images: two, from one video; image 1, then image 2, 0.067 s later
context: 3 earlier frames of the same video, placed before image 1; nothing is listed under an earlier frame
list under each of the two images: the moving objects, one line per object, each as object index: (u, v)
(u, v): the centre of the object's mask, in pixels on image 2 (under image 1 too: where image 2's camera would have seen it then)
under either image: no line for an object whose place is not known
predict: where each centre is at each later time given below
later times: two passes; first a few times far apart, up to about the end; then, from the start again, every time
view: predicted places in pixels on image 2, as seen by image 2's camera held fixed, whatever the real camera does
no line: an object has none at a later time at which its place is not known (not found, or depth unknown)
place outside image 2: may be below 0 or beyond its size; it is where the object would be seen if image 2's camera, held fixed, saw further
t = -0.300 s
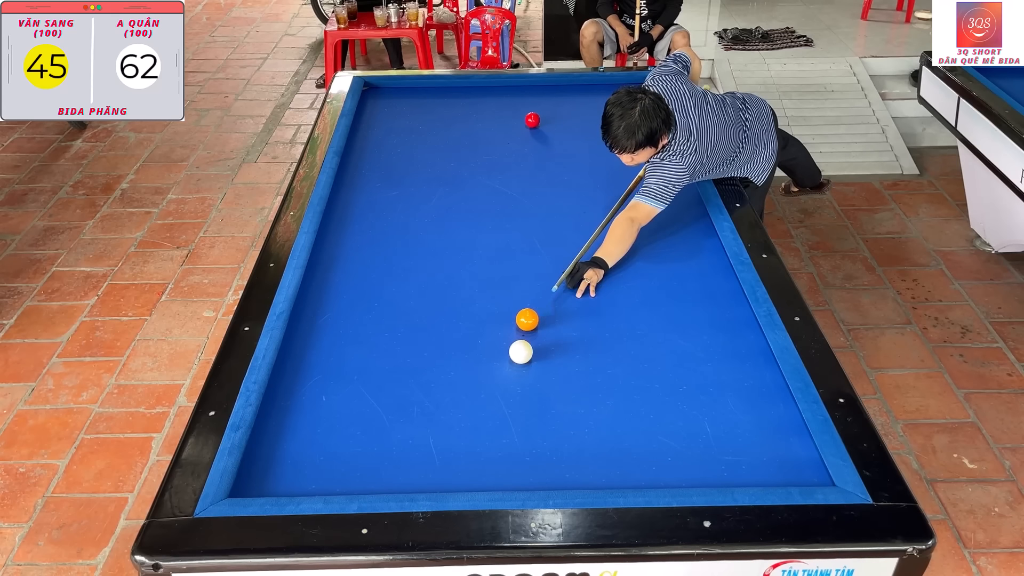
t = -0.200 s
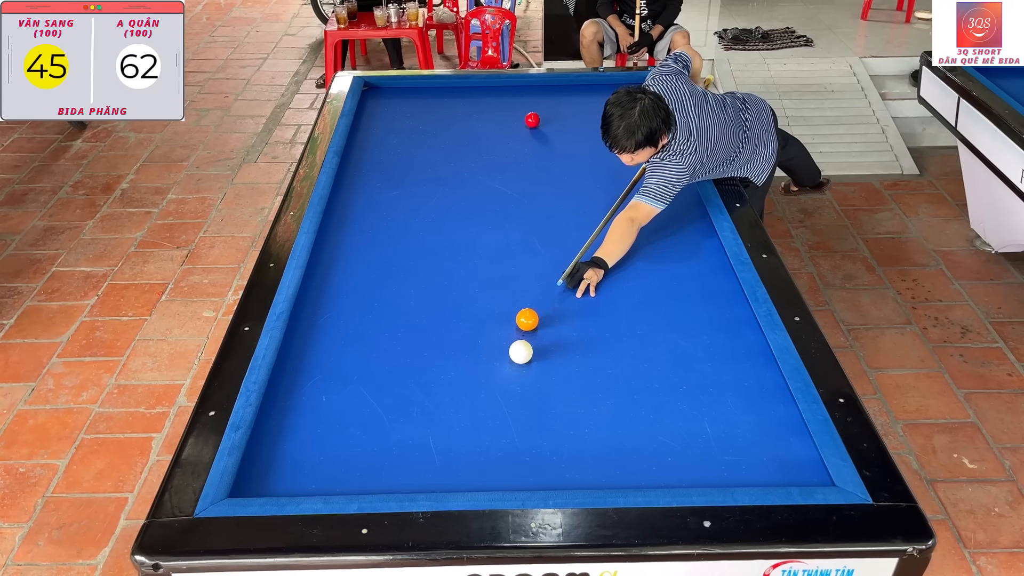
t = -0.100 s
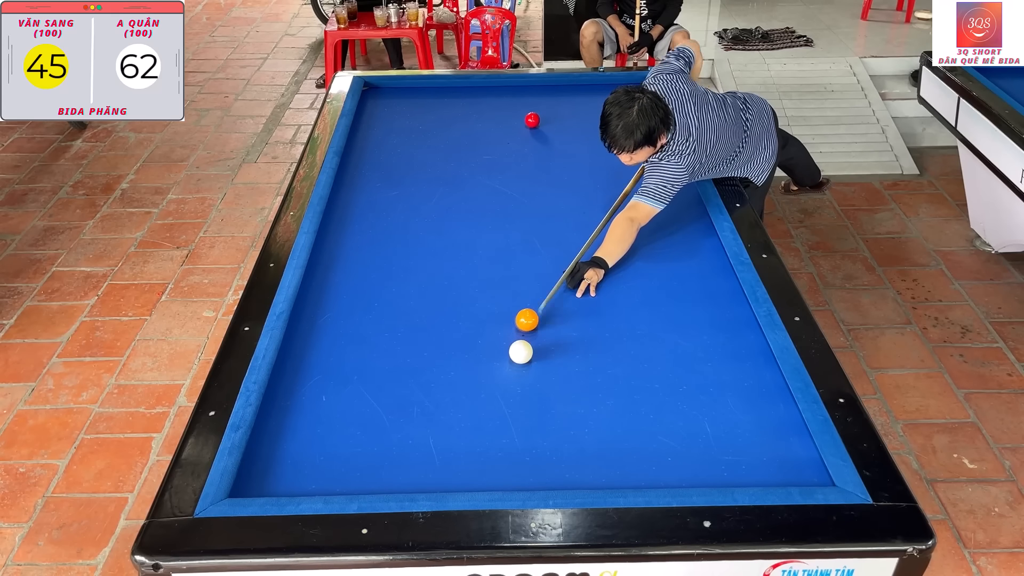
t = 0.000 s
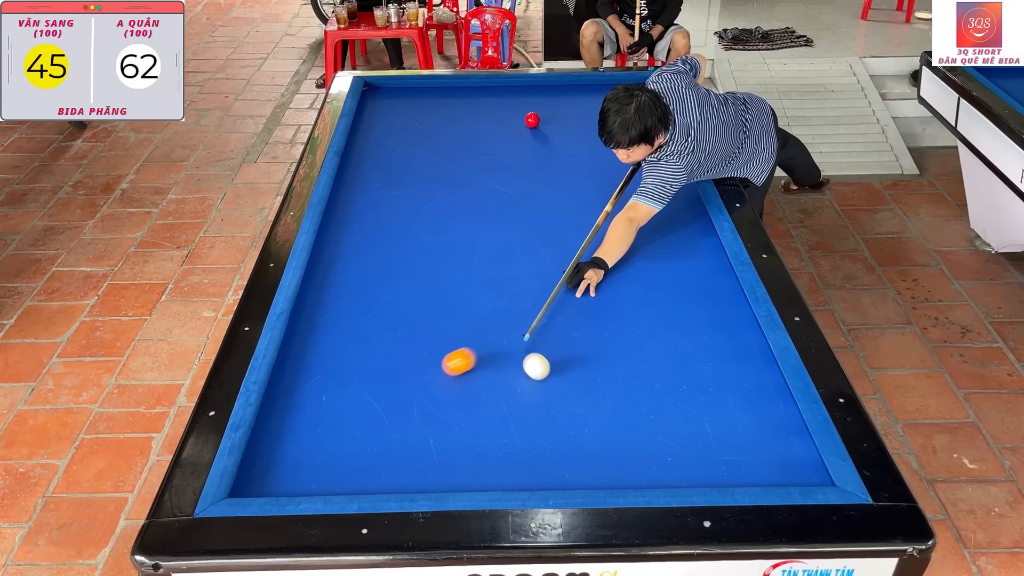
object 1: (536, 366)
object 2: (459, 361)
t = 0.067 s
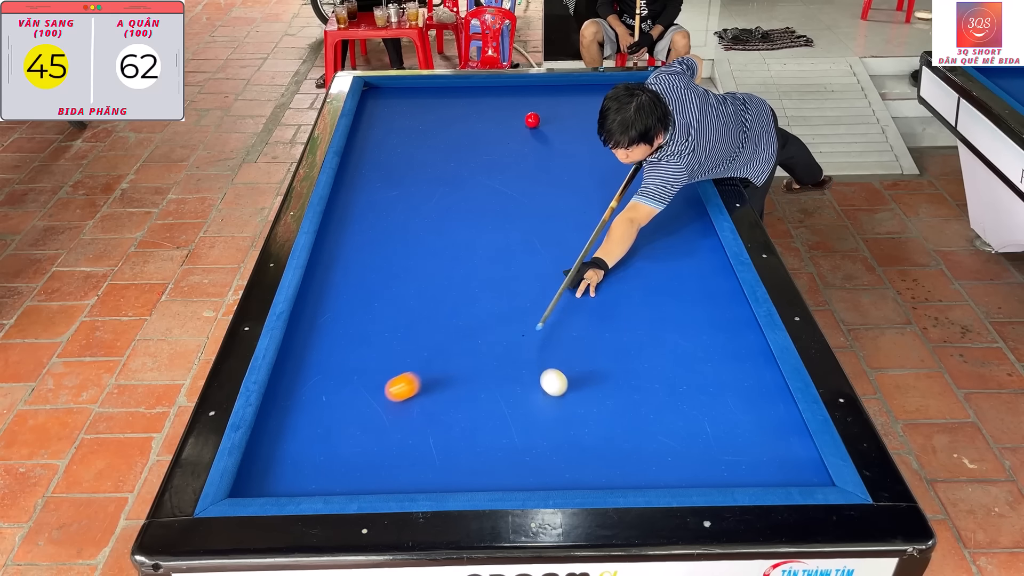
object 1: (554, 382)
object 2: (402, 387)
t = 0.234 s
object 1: (594, 419)
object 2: (256, 457)
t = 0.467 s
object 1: (654, 473)
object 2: (402, 424)
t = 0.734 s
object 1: (687, 447)
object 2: (535, 353)
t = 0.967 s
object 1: (711, 420)
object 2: (623, 308)
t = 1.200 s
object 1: (732, 396)
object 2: (700, 269)
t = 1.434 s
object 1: (752, 374)
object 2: (666, 235)
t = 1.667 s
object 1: (757, 355)
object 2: (613, 206)
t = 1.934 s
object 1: (733, 338)
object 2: (562, 176)
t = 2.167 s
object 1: (714, 325)
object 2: (522, 153)
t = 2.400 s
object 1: (696, 313)
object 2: (487, 132)
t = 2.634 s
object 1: (680, 302)
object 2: (455, 113)
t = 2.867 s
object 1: (665, 291)
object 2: (426, 96)
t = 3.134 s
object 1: (648, 280)
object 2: (393, 88)
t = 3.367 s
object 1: (635, 271)
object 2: (372, 98)
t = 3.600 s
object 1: (623, 262)
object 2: (389, 108)
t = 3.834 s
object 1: (611, 255)
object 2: (406, 118)
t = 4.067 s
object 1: (600, 247)
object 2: (423, 128)
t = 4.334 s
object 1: (588, 240)
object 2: (443, 140)
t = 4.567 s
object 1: (579, 233)
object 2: (462, 151)
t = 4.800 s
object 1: (572, 228)
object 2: (480, 163)
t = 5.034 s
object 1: (564, 222)
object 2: (500, 174)
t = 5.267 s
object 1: (557, 217)
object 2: (520, 186)
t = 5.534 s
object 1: (551, 212)
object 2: (543, 199)
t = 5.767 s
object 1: (547, 219)
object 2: (563, 201)
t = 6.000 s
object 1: (543, 227)
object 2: (581, 200)
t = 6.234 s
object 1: (539, 234)
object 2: (599, 199)
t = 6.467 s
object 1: (535, 242)
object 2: (616, 199)
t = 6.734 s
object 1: (531, 250)
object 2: (634, 198)
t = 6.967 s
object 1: (527, 257)
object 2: (650, 197)
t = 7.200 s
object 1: (524, 264)
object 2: (665, 196)
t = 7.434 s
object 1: (520, 270)
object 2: (679, 195)
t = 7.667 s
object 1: (517, 277)
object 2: (690, 194)
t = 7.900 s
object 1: (514, 283)
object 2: (682, 192)
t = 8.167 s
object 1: (510, 290)
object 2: (673, 191)
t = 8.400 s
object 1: (507, 296)
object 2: (667, 189)
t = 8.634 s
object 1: (505, 301)
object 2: (661, 188)
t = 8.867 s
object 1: (503, 306)
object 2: (656, 187)
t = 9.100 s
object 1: (501, 311)
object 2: (651, 187)
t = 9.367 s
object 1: (499, 315)
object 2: (647, 186)
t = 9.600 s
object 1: (497, 319)
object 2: (643, 185)
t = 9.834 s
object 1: (495, 322)
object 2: (641, 185)
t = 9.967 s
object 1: (494, 324)
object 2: (640, 184)
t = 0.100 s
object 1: (562, 390)
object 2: (373, 400)
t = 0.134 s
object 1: (570, 397)
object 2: (344, 414)
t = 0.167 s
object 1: (579, 405)
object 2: (314, 428)
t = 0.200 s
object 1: (587, 412)
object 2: (284, 443)
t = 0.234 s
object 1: (594, 419)
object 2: (256, 457)
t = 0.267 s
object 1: (602, 427)
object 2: (267, 474)
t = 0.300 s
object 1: (610, 434)
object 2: (283, 487)
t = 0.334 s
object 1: (619, 441)
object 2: (309, 478)
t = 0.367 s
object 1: (627, 449)
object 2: (335, 463)
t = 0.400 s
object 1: (636, 457)
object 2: (359, 449)
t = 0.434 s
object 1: (645, 465)
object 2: (382, 436)
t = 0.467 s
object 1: (654, 473)
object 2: (402, 424)
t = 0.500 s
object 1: (662, 479)
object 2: (422, 413)
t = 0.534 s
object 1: (667, 476)
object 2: (441, 403)
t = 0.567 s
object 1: (670, 470)
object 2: (459, 393)
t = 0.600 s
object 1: (673, 465)
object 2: (476, 384)
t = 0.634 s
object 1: (677, 459)
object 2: (492, 375)
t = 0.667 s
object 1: (680, 455)
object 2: (507, 367)
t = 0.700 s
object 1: (684, 451)
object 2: (521, 360)
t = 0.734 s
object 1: (687, 447)
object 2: (535, 353)
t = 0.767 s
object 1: (691, 443)
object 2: (548, 346)
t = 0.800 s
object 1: (694, 439)
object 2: (561, 339)
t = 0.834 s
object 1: (698, 435)
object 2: (574, 333)
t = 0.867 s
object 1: (701, 431)
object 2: (587, 326)
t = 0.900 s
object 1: (704, 428)
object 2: (599, 320)
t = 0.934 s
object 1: (708, 424)
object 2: (611, 314)
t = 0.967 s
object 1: (711, 420)
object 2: (623, 308)
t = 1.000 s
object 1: (714, 417)
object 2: (635, 302)
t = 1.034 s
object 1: (717, 413)
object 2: (646, 297)
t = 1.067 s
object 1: (720, 410)
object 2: (657, 291)
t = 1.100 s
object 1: (723, 406)
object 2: (668, 285)
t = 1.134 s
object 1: (726, 403)
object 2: (679, 280)
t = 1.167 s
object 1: (729, 399)
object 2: (690, 275)
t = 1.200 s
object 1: (732, 396)
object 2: (700, 269)
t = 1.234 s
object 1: (735, 393)
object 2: (710, 264)
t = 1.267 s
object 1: (738, 390)
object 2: (719, 259)
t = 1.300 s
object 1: (741, 386)
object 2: (708, 254)
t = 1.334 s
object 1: (744, 383)
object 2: (696, 249)
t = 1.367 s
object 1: (746, 380)
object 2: (686, 245)
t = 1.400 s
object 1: (749, 377)
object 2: (676, 240)
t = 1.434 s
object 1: (752, 374)
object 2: (666, 235)
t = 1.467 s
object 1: (754, 371)
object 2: (657, 231)
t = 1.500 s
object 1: (757, 368)
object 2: (649, 226)
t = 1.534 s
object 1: (760, 365)
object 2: (642, 222)
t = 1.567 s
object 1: (762, 362)
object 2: (635, 218)
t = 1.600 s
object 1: (764, 359)
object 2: (627, 214)
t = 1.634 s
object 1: (760, 357)
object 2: (620, 210)
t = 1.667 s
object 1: (757, 355)
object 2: (613, 206)
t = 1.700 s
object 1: (754, 353)
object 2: (606, 202)
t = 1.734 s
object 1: (751, 351)
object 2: (599, 198)
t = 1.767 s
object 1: (748, 349)
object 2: (593, 194)
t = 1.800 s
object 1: (745, 347)
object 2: (586, 190)
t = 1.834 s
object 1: (742, 345)
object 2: (580, 186)
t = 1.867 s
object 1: (739, 342)
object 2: (574, 183)
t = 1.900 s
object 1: (736, 341)
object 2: (568, 179)
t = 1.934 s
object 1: (733, 338)
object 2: (562, 176)
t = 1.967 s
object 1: (730, 337)
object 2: (556, 172)
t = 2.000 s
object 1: (728, 335)
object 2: (550, 169)
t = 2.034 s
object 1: (725, 333)
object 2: (544, 166)
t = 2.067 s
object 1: (722, 331)
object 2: (538, 162)
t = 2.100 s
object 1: (720, 329)
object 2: (533, 159)
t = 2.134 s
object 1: (717, 327)
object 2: (527, 156)
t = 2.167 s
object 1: (714, 325)
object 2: (522, 153)
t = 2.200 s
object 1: (712, 323)
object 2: (517, 149)
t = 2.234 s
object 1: (709, 322)
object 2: (512, 146)
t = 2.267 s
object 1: (706, 320)
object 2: (506, 144)
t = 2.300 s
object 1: (704, 318)
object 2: (501, 141)
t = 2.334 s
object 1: (701, 317)
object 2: (496, 138)
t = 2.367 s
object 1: (699, 315)
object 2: (491, 135)
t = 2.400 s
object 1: (696, 313)
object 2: (487, 132)
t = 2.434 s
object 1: (694, 312)
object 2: (482, 129)
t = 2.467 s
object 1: (691, 310)
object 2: (477, 127)
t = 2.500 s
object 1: (689, 308)
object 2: (473, 124)
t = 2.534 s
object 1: (687, 307)
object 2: (468, 121)
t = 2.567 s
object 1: (684, 305)
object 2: (464, 119)
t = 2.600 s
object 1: (682, 303)
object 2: (459, 116)
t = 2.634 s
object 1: (680, 302)
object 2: (455, 113)
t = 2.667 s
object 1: (678, 300)
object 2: (451, 111)
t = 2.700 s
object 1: (675, 299)
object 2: (446, 108)
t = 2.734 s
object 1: (673, 297)
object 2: (442, 106)
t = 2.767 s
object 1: (671, 296)
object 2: (438, 103)
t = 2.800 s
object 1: (669, 294)
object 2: (434, 101)
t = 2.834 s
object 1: (667, 293)
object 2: (430, 99)
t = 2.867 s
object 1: (665, 291)
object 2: (426, 96)
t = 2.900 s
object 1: (663, 290)
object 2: (422, 94)
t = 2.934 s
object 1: (660, 288)
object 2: (418, 92)
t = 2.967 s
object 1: (658, 287)
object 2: (415, 89)
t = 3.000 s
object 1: (656, 285)
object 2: (411, 87)
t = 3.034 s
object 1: (654, 284)
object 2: (407, 85)
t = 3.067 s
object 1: (652, 283)
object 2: (403, 85)
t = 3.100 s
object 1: (650, 281)
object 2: (398, 87)
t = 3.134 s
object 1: (648, 280)
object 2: (393, 88)
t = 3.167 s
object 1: (646, 279)
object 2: (388, 90)
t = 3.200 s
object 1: (644, 277)
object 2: (383, 92)
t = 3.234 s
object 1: (642, 276)
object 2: (377, 93)
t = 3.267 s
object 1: (641, 275)
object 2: (373, 94)
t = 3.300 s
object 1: (639, 273)
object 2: (368, 96)
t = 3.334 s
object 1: (637, 272)
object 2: (369, 97)
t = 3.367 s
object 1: (635, 271)
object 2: (372, 98)
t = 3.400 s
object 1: (633, 269)
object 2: (375, 100)
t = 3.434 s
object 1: (631, 268)
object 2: (377, 101)
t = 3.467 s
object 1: (629, 267)
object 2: (380, 103)
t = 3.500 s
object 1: (628, 266)
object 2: (382, 104)
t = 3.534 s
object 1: (626, 265)
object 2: (385, 105)
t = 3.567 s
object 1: (624, 264)
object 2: (387, 107)
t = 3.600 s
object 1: (623, 262)
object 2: (389, 108)
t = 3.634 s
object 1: (621, 261)
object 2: (391, 110)
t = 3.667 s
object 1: (619, 260)
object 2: (394, 111)
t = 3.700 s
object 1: (617, 259)
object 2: (396, 112)
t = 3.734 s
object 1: (616, 258)
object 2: (399, 114)
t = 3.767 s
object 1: (614, 257)
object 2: (401, 115)
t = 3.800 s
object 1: (612, 256)
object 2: (403, 117)
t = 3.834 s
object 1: (611, 255)
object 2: (406, 118)
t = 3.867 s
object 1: (609, 254)
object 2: (408, 119)
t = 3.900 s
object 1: (607, 252)
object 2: (411, 121)
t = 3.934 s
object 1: (606, 251)
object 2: (413, 122)
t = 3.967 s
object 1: (604, 250)
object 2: (415, 124)
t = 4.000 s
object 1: (603, 249)
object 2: (418, 125)
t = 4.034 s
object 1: (601, 248)
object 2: (420, 127)
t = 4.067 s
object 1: (600, 247)
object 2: (423, 128)
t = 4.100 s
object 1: (598, 246)
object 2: (425, 130)
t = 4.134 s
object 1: (597, 245)
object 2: (428, 131)
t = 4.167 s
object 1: (595, 244)
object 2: (430, 133)
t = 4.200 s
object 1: (594, 243)
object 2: (433, 134)
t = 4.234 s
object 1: (593, 242)
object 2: (435, 136)
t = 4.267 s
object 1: (591, 242)
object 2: (438, 137)
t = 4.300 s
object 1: (590, 241)
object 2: (441, 139)
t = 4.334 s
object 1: (588, 240)
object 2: (443, 140)
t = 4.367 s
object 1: (587, 239)
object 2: (446, 142)
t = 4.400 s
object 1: (586, 238)
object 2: (448, 144)
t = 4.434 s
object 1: (584, 237)
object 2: (451, 145)
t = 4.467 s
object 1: (583, 236)
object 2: (454, 147)
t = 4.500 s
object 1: (582, 235)
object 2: (456, 148)
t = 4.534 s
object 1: (581, 234)
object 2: (459, 150)
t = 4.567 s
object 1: (579, 233)
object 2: (462, 151)
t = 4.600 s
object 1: (578, 233)
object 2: (464, 153)
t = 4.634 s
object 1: (577, 232)
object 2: (467, 154)
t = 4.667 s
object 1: (576, 231)
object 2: (470, 156)
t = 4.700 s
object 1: (575, 230)
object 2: (472, 158)
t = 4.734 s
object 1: (574, 229)
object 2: (475, 159)
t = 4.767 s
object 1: (573, 229)
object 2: (478, 161)
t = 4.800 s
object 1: (572, 228)
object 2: (480, 163)
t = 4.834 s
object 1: (570, 227)
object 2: (483, 164)
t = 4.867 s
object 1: (569, 226)
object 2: (486, 166)
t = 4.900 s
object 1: (568, 225)
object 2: (489, 167)
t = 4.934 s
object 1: (567, 225)
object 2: (491, 169)
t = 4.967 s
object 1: (566, 224)
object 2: (494, 171)
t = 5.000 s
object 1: (565, 223)
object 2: (497, 173)
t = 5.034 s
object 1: (564, 222)
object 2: (500, 174)
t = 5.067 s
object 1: (563, 221)
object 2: (503, 176)
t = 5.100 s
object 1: (562, 221)
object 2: (505, 178)
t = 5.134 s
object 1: (561, 220)
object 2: (508, 179)
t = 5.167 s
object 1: (560, 219)
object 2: (511, 181)
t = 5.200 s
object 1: (559, 219)
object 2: (514, 183)
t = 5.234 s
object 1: (558, 218)
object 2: (517, 184)
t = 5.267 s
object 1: (557, 217)
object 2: (520, 186)
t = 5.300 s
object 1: (557, 217)
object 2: (523, 188)
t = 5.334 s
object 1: (556, 216)
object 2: (526, 190)
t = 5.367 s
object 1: (555, 215)
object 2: (528, 191)
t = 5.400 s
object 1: (554, 214)
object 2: (532, 193)
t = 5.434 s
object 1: (553, 214)
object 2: (534, 195)
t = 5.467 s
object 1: (552, 213)
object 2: (537, 197)
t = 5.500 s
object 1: (551, 212)
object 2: (540, 198)
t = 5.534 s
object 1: (551, 212)
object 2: (543, 199)
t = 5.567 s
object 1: (550, 211)
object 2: (546, 199)
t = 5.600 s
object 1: (549, 213)
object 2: (549, 199)
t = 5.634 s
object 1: (549, 214)
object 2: (552, 200)
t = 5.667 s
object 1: (548, 216)
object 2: (555, 201)
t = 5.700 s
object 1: (548, 217)
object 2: (558, 201)
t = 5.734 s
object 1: (547, 218)
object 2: (560, 201)
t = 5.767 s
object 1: (547, 219)
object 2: (563, 201)
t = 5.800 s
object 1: (546, 220)
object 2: (565, 201)
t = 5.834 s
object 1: (546, 222)
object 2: (568, 201)
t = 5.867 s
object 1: (545, 222)
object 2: (570, 201)
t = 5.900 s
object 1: (544, 224)
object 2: (573, 201)
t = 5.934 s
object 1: (544, 225)
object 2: (576, 200)
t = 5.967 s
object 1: (543, 226)
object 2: (578, 200)
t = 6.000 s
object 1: (543, 227)
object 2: (581, 200)
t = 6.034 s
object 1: (542, 228)
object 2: (584, 200)
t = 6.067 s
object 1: (542, 229)
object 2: (586, 200)
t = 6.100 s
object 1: (541, 230)
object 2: (588, 200)
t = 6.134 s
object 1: (541, 231)
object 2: (591, 200)
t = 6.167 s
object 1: (540, 232)
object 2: (593, 200)
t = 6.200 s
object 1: (540, 233)
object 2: (596, 199)
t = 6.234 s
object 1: (539, 234)
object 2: (599, 199)
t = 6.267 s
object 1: (538, 236)
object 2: (601, 199)
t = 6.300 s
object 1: (538, 237)
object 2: (604, 199)
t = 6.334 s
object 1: (537, 238)
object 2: (606, 199)
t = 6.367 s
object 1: (537, 238)
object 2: (608, 199)
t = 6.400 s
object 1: (536, 240)
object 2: (611, 199)
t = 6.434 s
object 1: (536, 241)
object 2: (613, 199)
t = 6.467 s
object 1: (535, 242)
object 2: (616, 199)
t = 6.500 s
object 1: (535, 243)
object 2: (618, 198)
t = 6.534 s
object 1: (534, 244)
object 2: (620, 199)
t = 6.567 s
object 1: (534, 245)
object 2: (623, 198)
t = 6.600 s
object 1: (533, 246)
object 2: (625, 198)
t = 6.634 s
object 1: (532, 247)
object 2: (627, 198)
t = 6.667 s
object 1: (532, 248)
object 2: (630, 198)
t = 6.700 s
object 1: (531, 249)
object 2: (632, 198)
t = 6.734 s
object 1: (531, 250)
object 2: (634, 198)
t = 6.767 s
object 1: (530, 251)
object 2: (637, 197)
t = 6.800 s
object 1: (530, 252)
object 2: (639, 197)
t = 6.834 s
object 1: (529, 253)
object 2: (641, 197)
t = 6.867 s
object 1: (529, 254)
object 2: (643, 197)
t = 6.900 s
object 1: (528, 255)
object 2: (645, 197)
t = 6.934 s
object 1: (528, 256)
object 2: (648, 197)
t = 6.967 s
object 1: (527, 257)
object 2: (650, 197)
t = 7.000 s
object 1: (527, 258)
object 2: (652, 196)
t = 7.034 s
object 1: (526, 259)
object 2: (654, 196)
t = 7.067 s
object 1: (526, 260)
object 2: (656, 196)
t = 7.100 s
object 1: (525, 261)
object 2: (658, 196)
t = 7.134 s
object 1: (525, 262)
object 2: (660, 196)
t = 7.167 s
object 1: (524, 263)
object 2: (662, 196)
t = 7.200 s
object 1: (524, 264)
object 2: (665, 196)
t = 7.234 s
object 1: (523, 265)
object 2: (667, 195)
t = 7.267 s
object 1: (523, 266)
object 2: (669, 195)
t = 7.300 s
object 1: (522, 267)
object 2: (671, 195)
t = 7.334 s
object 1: (522, 268)
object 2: (673, 195)
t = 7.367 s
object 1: (521, 269)
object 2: (675, 195)
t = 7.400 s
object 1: (521, 270)
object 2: (677, 195)
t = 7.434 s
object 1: (520, 270)
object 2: (679, 195)
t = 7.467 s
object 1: (520, 272)
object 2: (681, 194)
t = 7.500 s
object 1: (519, 272)
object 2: (683, 194)
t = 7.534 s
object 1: (519, 273)
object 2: (684, 194)
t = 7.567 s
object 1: (518, 274)
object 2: (686, 194)
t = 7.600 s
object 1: (518, 275)
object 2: (688, 194)
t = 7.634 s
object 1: (517, 276)
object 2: (690, 194)
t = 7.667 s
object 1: (517, 277)
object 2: (690, 194)
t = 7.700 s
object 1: (517, 278)
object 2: (689, 193)
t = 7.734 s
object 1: (516, 279)
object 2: (687, 193)
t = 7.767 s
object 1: (516, 280)
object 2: (686, 193)
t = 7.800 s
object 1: (515, 281)
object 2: (685, 193)
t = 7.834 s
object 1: (515, 282)
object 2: (684, 193)
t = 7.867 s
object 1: (514, 282)
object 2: (683, 193)
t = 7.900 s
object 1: (514, 283)
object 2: (682, 192)
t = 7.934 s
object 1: (513, 284)
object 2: (681, 192)
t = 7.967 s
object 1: (513, 285)
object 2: (679, 192)
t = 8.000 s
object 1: (512, 286)
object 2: (678, 192)
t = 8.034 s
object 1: (512, 287)
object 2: (677, 191)
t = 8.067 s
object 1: (511, 288)
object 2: (676, 191)
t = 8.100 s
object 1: (511, 289)
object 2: (676, 191)
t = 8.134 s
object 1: (511, 289)
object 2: (674, 191)
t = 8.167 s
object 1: (510, 290)
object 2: (673, 191)
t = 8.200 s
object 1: (510, 291)
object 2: (672, 191)
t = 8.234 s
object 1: (509, 292)
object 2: (671, 190)
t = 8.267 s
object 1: (509, 293)
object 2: (671, 190)
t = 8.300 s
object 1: (509, 293)
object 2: (670, 190)
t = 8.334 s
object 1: (508, 294)
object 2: (669, 190)
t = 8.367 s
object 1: (508, 295)
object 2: (668, 190)
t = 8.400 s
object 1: (507, 296)
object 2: (667, 189)
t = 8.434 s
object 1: (507, 297)
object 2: (666, 189)
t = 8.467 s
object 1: (507, 297)
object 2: (665, 189)
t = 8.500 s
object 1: (506, 298)
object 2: (664, 189)
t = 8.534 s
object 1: (506, 299)
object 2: (663, 189)
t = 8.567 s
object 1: (506, 300)
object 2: (663, 189)
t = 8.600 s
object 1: (505, 300)
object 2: (662, 188)
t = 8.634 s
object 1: (505, 301)
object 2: (661, 188)
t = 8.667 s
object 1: (505, 302)
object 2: (660, 188)
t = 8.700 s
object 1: (504, 303)
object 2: (659, 188)
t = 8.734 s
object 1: (504, 303)
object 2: (659, 188)
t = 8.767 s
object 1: (504, 304)
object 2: (658, 188)
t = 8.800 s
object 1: (503, 305)
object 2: (657, 187)
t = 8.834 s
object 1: (503, 305)
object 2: (656, 187)
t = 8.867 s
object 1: (503, 306)
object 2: (656, 187)
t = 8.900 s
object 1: (503, 307)
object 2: (655, 187)
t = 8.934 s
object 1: (502, 307)
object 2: (654, 187)
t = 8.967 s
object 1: (502, 308)
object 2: (654, 187)
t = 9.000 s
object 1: (502, 309)
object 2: (653, 187)
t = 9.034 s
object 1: (501, 309)
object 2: (652, 187)
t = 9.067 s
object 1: (501, 310)
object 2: (652, 187)
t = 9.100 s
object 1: (501, 311)
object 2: (651, 187)
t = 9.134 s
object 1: (500, 311)
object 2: (650, 187)
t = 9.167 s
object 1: (500, 312)
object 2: (650, 186)
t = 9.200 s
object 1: (500, 312)
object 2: (649, 186)
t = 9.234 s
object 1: (500, 313)
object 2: (649, 186)
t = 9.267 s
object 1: (499, 313)
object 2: (648, 186)
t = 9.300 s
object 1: (499, 314)
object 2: (648, 186)
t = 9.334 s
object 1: (499, 315)
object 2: (647, 186)
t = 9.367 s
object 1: (499, 315)
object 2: (647, 186)
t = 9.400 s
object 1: (498, 316)
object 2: (646, 186)
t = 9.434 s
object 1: (498, 316)
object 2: (645, 186)
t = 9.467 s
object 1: (498, 317)
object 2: (645, 185)
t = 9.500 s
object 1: (498, 317)
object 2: (644, 186)
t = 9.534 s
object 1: (497, 318)
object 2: (644, 185)
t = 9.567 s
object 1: (497, 318)
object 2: (644, 185)
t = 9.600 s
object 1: (497, 319)
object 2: (643, 185)
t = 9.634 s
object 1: (496, 319)
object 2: (643, 185)
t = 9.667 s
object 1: (496, 320)
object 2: (642, 185)
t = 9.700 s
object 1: (496, 320)
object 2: (642, 185)
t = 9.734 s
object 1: (496, 321)
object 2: (642, 185)
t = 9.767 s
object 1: (495, 321)
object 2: (641, 185)
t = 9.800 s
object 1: (495, 321)
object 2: (641, 185)
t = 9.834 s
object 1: (495, 322)
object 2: (641, 185)
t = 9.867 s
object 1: (495, 322)
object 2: (640, 185)
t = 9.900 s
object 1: (494, 323)
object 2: (640, 185)
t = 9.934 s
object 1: (494, 323)
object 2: (640, 185)
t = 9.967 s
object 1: (494, 324)
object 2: (640, 184)
